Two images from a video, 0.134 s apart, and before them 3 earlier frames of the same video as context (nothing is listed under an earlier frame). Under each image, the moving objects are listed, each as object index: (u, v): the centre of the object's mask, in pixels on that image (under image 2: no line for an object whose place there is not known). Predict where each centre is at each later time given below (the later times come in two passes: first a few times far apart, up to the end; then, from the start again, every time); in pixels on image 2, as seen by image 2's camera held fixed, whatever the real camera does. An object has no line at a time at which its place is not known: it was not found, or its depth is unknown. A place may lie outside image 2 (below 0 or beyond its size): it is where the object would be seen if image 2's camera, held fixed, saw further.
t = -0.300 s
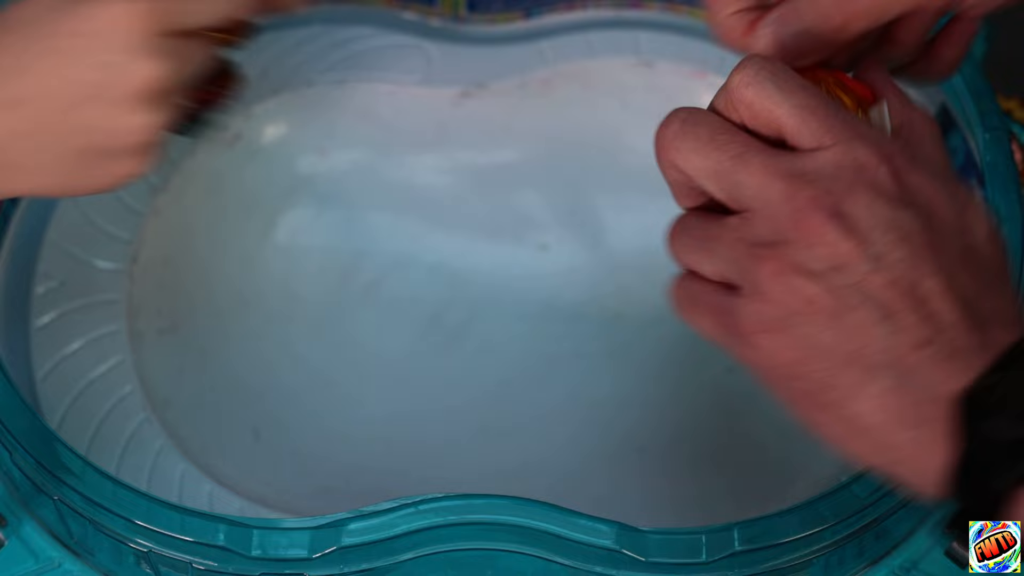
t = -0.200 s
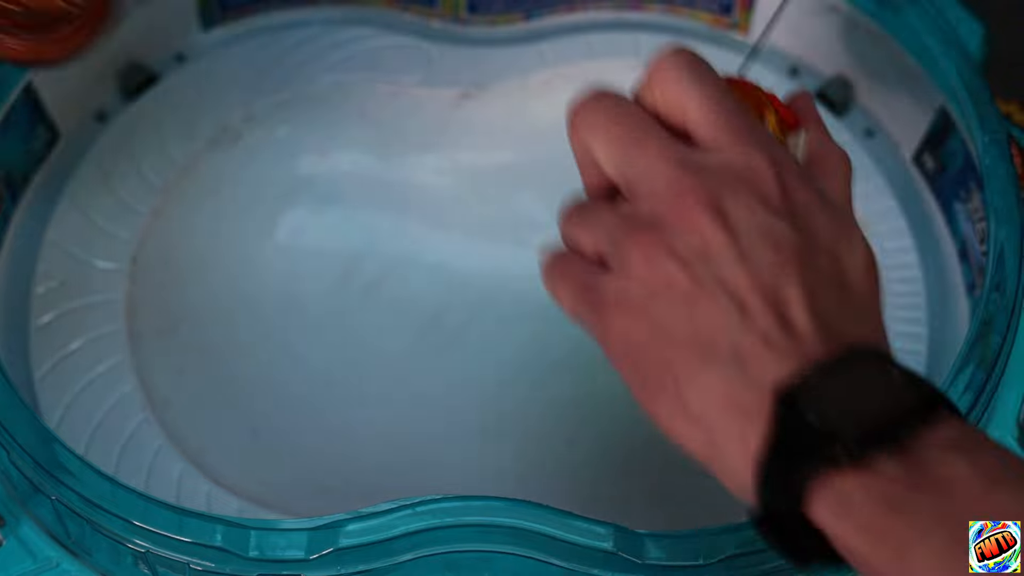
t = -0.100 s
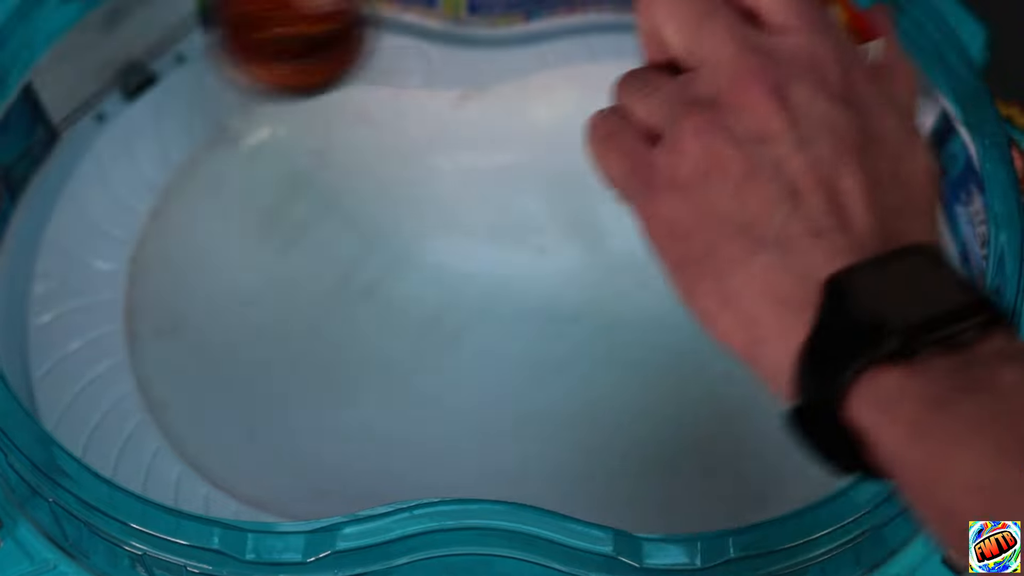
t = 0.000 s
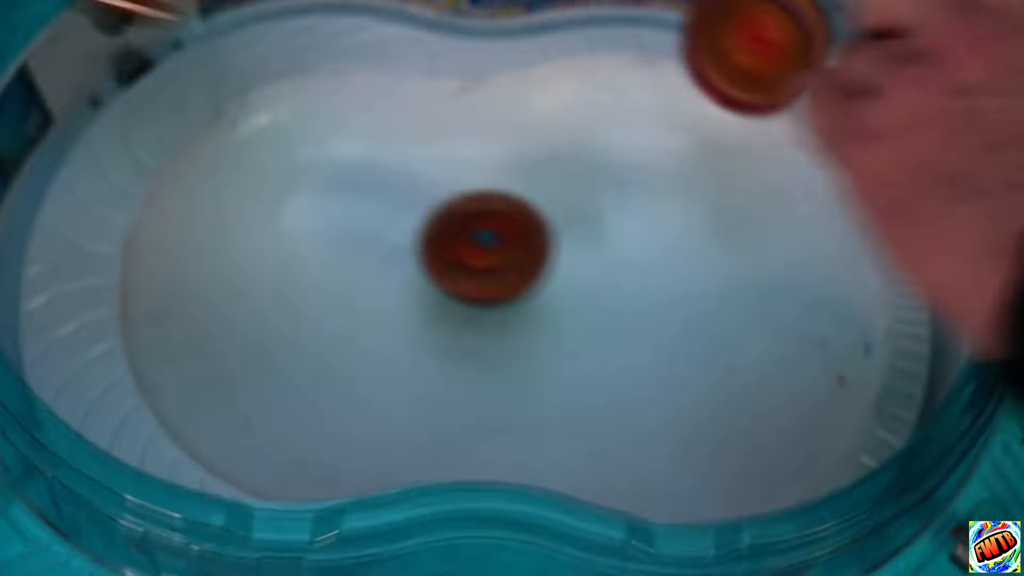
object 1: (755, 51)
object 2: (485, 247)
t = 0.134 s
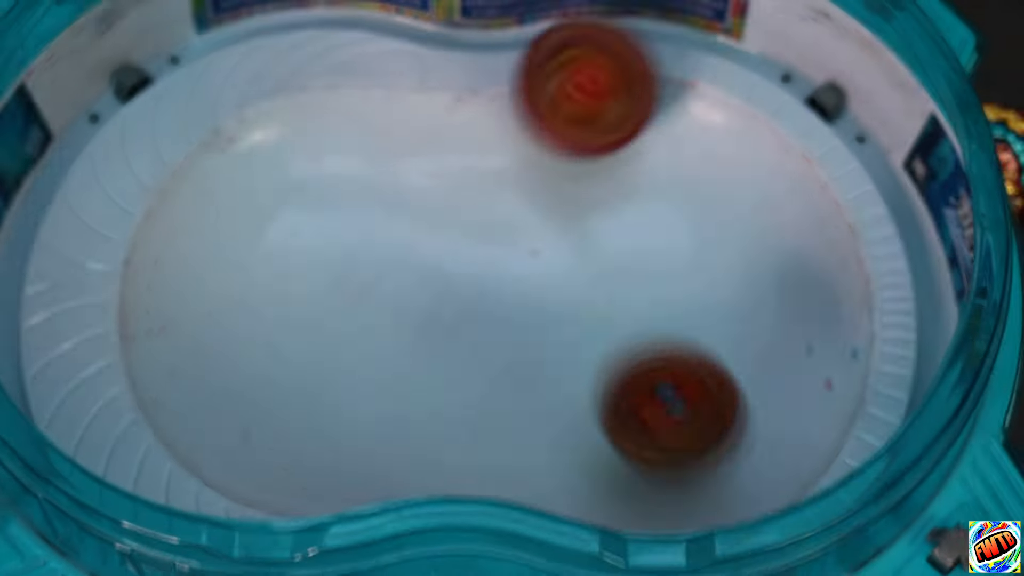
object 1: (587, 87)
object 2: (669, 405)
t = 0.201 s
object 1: (518, 158)
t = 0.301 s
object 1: (436, 318)
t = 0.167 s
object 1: (554, 117)
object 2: (710, 473)
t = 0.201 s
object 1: (518, 158)
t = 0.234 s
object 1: (487, 215)
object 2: (699, 398)
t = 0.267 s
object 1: (458, 269)
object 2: (686, 338)
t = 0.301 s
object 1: (436, 318)
